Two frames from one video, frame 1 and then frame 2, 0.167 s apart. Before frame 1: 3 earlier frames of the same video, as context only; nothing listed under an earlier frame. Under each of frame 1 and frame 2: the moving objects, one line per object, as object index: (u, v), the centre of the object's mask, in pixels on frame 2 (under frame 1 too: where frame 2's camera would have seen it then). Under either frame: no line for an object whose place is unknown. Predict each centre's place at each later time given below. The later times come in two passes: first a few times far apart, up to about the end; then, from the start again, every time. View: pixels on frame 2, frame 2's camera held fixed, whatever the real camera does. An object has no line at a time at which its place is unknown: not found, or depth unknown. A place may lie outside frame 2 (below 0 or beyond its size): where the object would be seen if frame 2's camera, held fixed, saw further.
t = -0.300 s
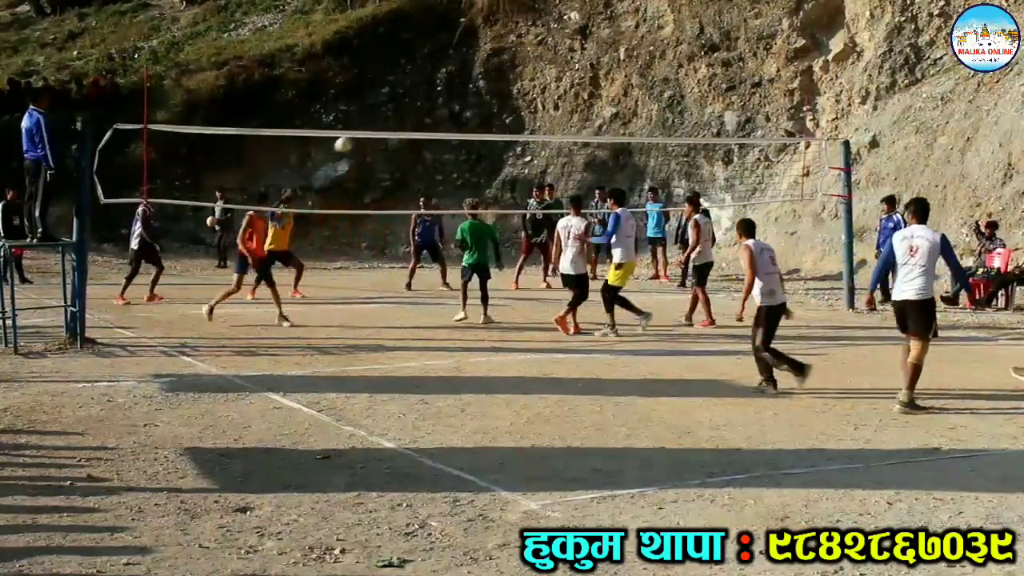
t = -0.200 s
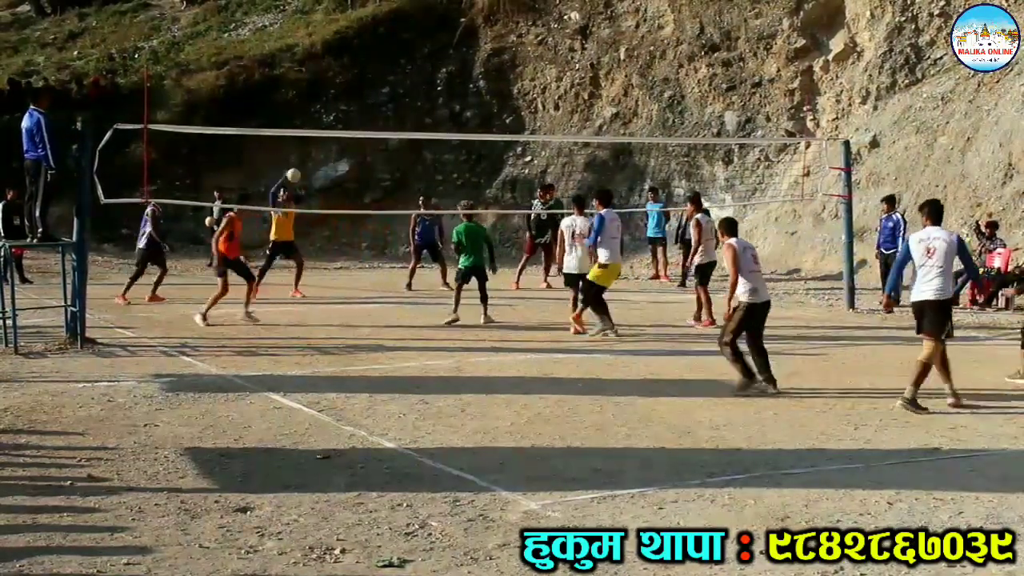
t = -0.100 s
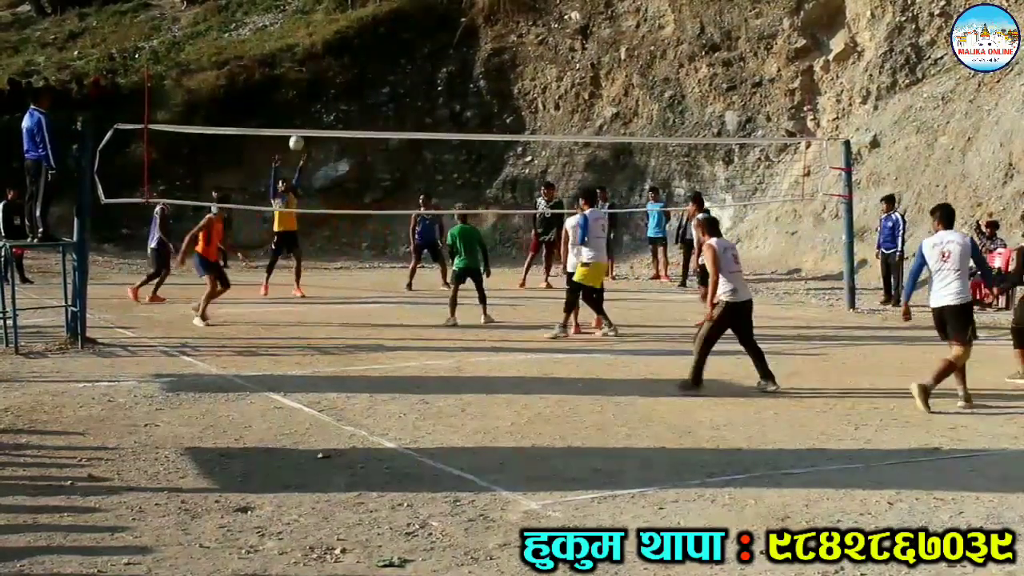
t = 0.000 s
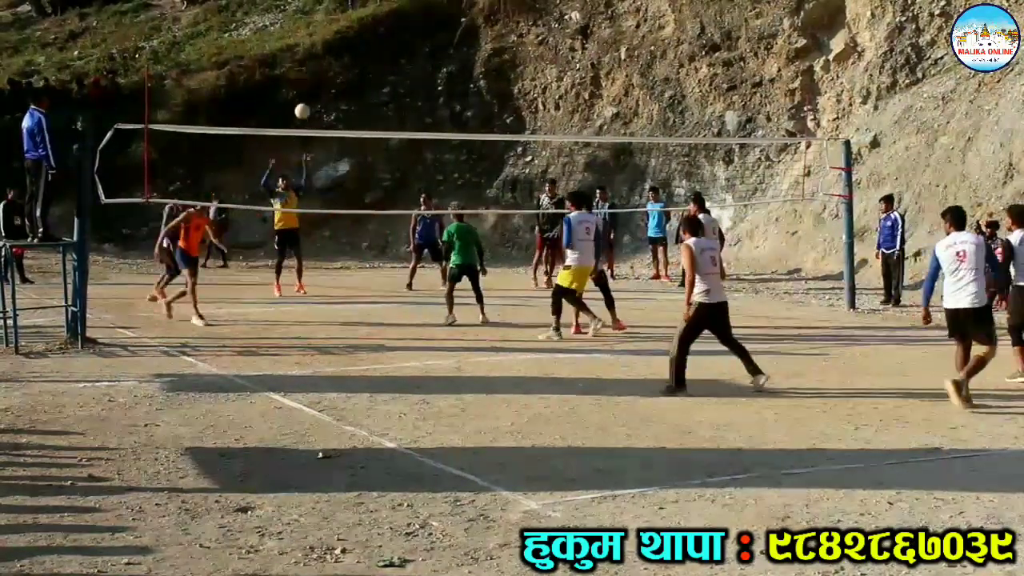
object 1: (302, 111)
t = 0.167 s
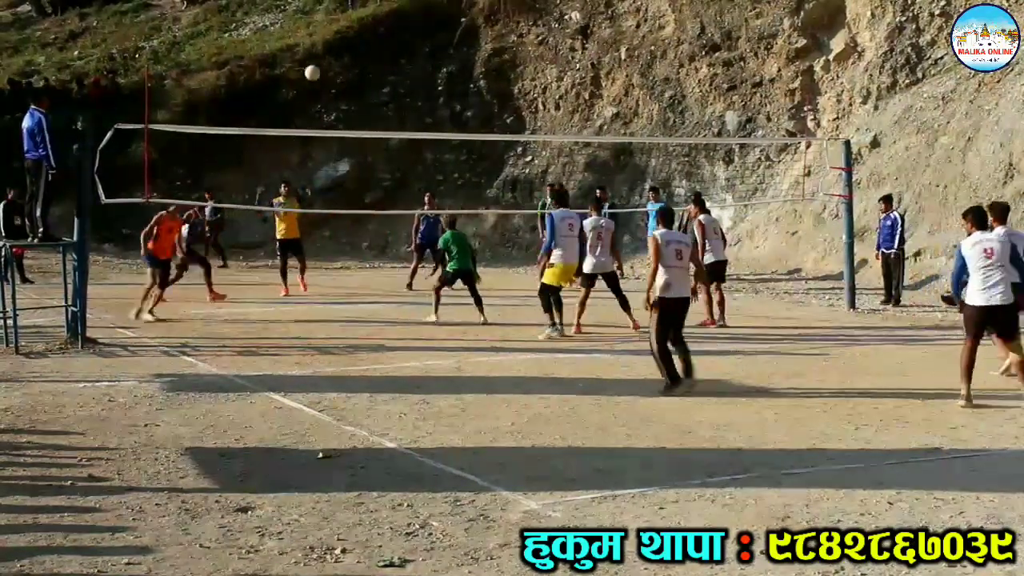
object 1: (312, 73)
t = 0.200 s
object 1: (314, 68)
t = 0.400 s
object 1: (326, 50)
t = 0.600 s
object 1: (339, 61)
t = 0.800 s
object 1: (353, 102)
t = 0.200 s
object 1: (314, 68)
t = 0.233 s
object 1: (316, 63)
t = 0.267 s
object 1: (318, 59)
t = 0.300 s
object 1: (320, 56)
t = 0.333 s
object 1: (322, 53)
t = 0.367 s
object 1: (324, 51)
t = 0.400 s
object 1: (326, 50)
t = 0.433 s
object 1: (328, 50)
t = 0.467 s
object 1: (330, 50)
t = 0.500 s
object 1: (333, 52)
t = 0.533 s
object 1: (335, 54)
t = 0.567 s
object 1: (337, 57)
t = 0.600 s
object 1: (339, 61)
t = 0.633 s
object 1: (341, 66)
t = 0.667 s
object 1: (343, 72)
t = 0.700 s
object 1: (346, 78)
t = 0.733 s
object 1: (348, 85)
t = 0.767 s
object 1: (350, 93)
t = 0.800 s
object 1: (353, 102)
